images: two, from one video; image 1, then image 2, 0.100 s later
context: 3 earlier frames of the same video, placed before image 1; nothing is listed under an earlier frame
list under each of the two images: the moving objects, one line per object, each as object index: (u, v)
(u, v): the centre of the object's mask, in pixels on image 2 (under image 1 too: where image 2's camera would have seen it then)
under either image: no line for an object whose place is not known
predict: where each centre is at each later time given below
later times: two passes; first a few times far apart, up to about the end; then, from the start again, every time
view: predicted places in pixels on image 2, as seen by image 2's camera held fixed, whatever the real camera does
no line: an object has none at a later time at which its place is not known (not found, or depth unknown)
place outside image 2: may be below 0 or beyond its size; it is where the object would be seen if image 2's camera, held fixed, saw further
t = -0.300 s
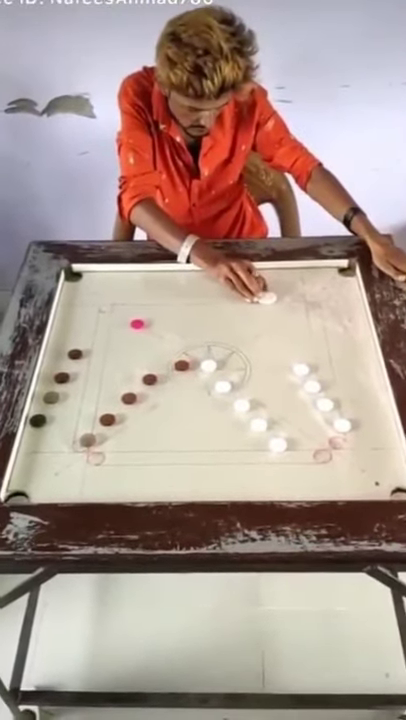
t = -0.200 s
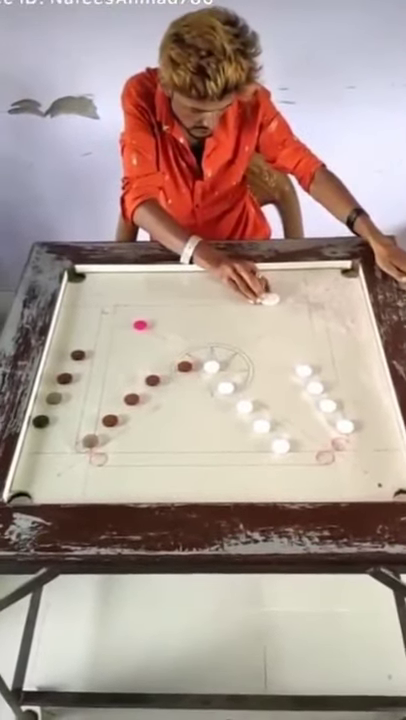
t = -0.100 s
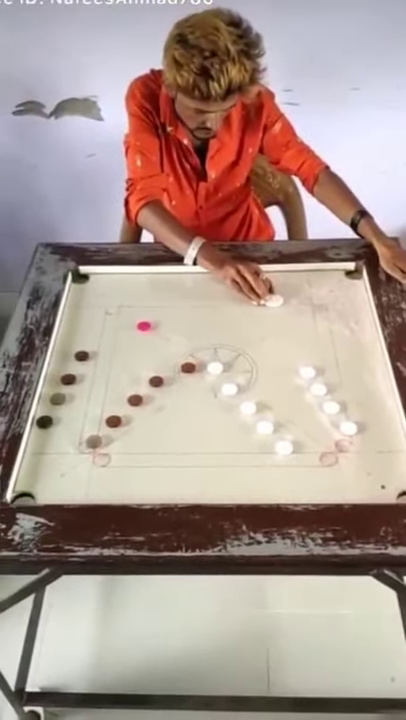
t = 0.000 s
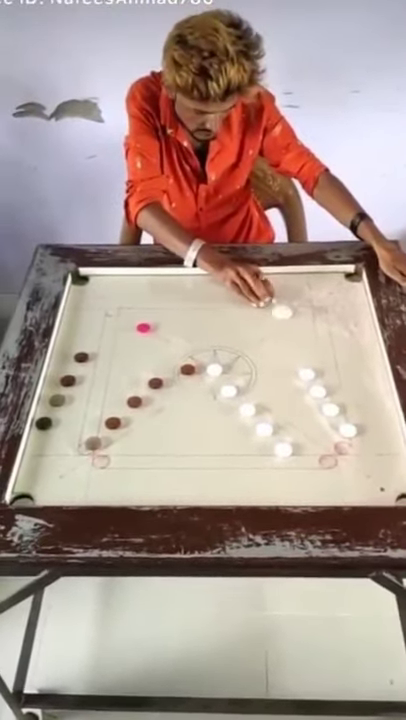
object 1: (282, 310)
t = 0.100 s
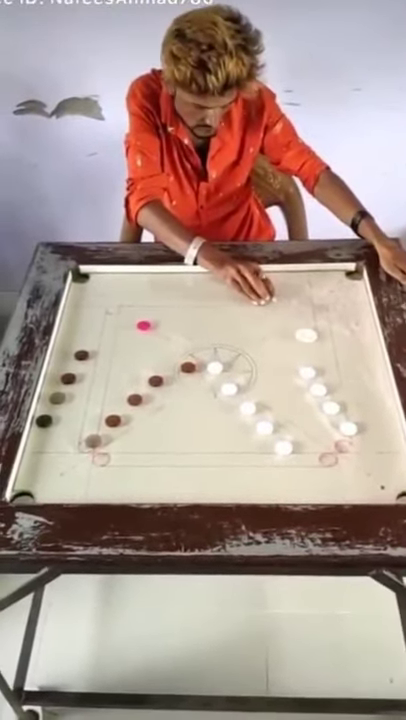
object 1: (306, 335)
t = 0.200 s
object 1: (329, 360)
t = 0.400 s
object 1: (387, 421)
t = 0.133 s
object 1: (313, 342)
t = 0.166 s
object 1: (321, 351)
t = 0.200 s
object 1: (329, 360)
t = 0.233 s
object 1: (339, 370)
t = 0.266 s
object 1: (348, 379)
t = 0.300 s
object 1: (357, 389)
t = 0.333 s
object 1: (366, 400)
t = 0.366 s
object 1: (376, 411)
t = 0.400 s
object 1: (387, 421)
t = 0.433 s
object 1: (388, 431)
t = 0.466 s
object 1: (383, 442)
